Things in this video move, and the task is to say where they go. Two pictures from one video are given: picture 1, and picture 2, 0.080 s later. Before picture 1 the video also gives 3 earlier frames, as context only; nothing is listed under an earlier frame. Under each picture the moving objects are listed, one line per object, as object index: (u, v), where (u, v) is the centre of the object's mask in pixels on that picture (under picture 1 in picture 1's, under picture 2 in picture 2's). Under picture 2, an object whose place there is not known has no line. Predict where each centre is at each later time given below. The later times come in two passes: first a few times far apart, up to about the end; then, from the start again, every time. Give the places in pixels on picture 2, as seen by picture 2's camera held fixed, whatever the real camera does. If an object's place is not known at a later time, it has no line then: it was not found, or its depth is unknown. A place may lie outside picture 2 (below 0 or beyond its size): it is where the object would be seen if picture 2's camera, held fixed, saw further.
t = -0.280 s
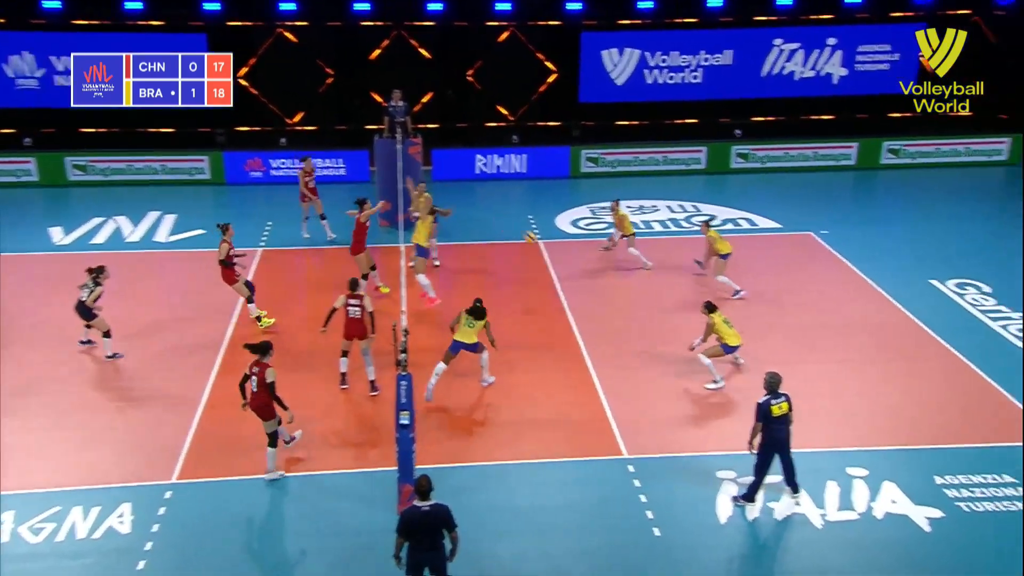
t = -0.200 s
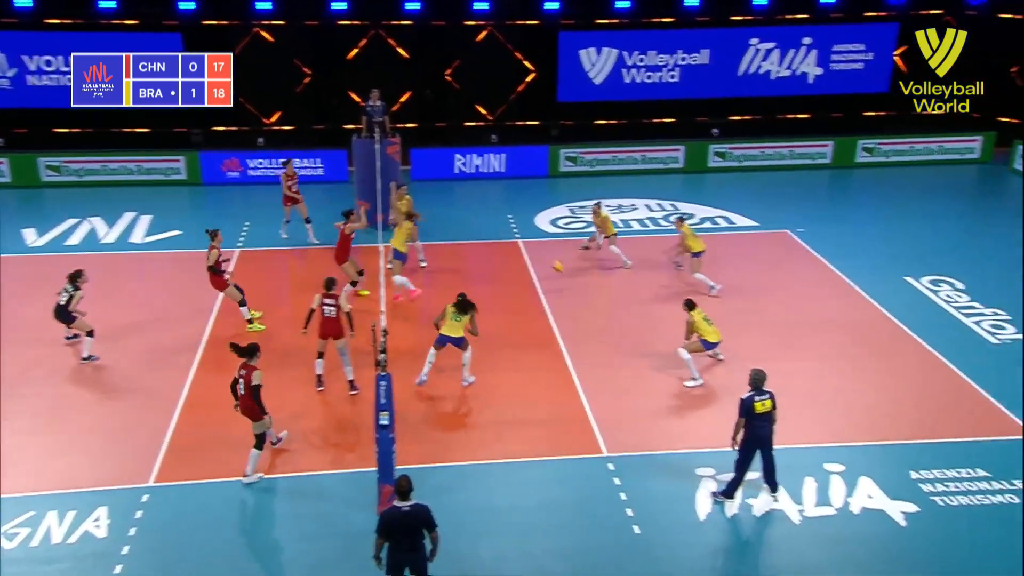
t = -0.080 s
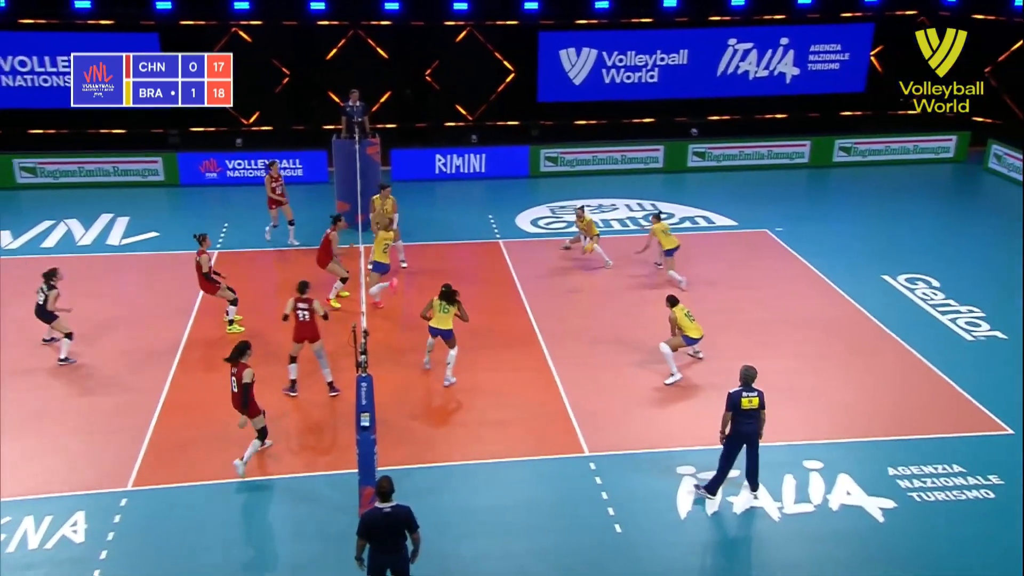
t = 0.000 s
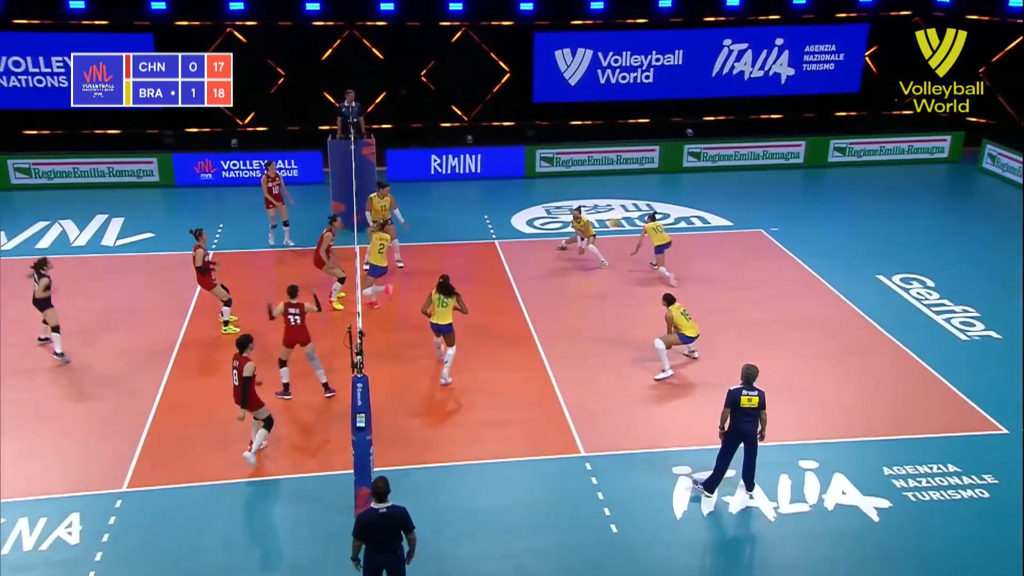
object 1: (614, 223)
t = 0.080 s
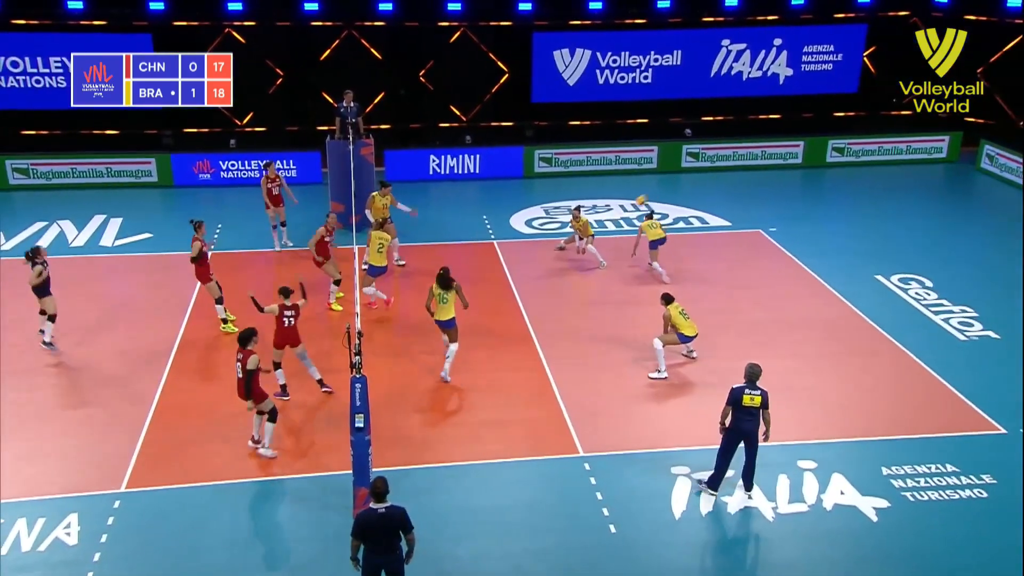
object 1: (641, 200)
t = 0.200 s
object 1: (682, 176)
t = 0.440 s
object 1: (764, 150)
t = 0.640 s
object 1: (827, 153)
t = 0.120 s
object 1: (655, 191)
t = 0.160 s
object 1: (668, 184)
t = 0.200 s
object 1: (682, 176)
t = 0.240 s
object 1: (696, 170)
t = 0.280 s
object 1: (710, 165)
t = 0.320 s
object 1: (723, 159)
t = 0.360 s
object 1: (737, 156)
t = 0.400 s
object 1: (751, 153)
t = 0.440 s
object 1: (764, 150)
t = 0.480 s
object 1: (778, 148)
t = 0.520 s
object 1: (790, 148)
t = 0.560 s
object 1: (802, 149)
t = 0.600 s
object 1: (815, 150)
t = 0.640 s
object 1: (827, 153)
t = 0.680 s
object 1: (839, 156)
